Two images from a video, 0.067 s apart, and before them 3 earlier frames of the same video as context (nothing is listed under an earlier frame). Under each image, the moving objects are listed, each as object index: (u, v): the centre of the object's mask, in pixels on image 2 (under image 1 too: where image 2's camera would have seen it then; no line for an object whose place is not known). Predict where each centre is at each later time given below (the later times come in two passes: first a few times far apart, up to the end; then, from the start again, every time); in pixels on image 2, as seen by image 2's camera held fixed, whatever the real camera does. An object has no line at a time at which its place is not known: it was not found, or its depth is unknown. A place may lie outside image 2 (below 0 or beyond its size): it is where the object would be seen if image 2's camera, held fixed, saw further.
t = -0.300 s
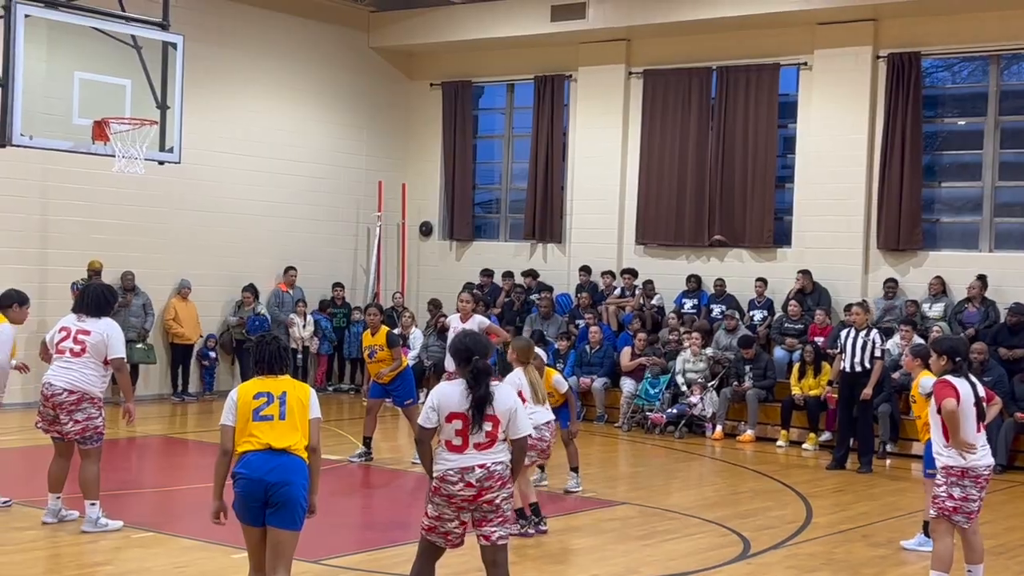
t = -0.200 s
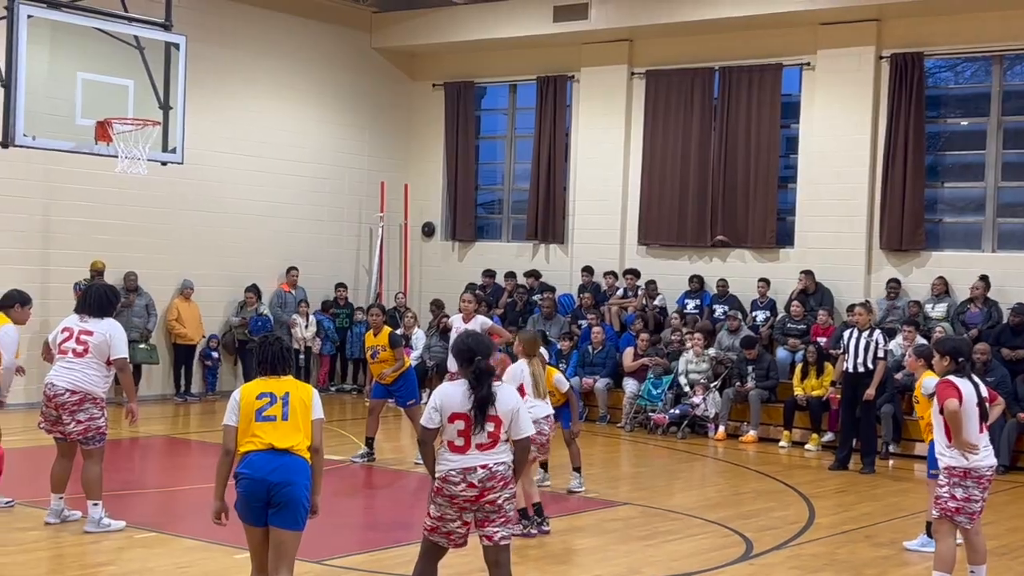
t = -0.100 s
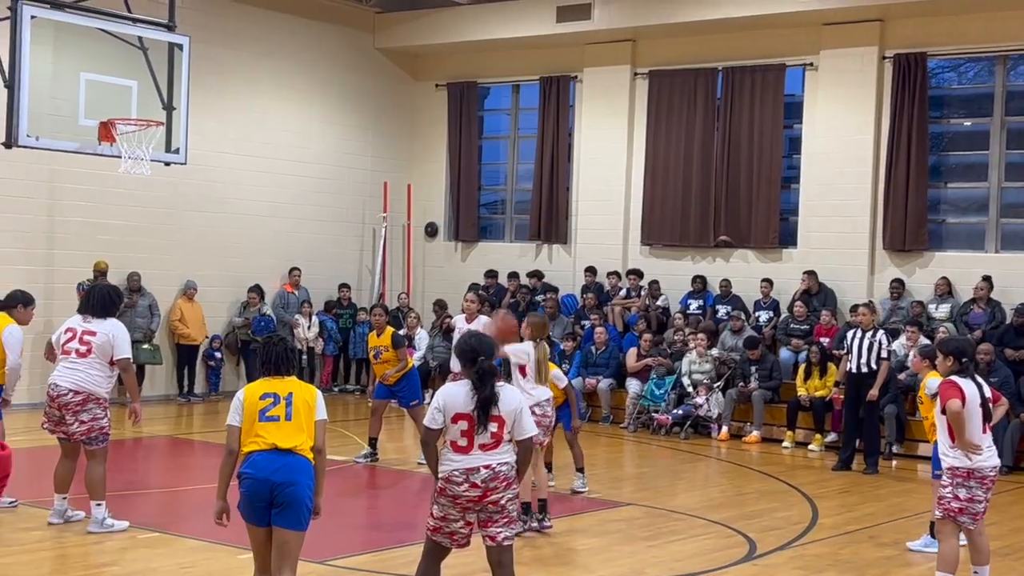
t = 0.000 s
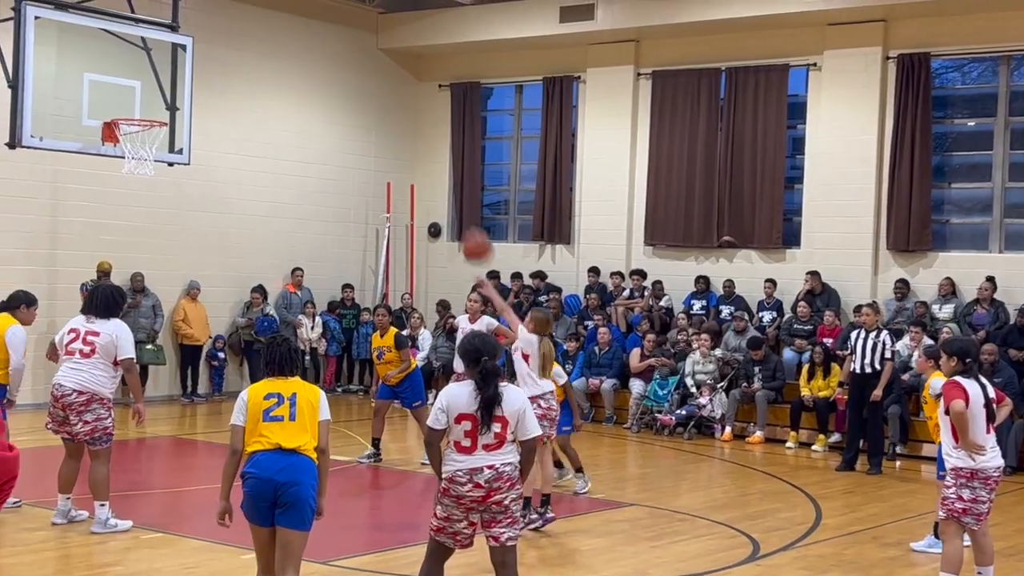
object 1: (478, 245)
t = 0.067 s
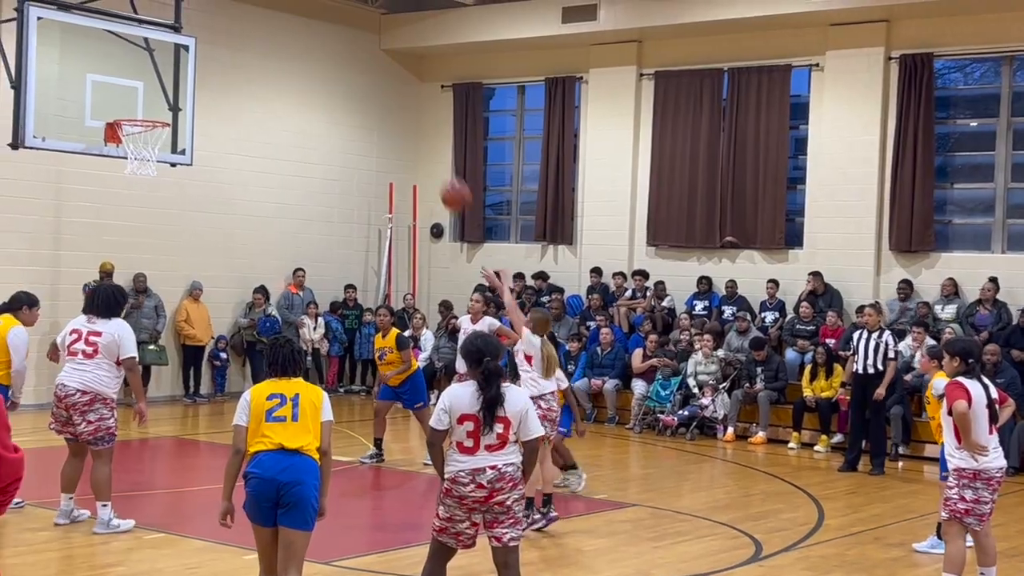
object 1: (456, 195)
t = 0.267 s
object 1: (387, 80)
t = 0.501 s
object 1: (313, 20)
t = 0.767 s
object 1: (236, 32)
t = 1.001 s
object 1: (174, 103)
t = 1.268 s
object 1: (206, 128)
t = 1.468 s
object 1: (260, 169)
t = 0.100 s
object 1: (444, 172)
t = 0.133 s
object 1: (431, 150)
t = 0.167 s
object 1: (420, 129)
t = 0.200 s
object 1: (409, 112)
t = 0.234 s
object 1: (398, 94)
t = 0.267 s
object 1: (387, 80)
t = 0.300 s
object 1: (376, 67)
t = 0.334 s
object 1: (365, 56)
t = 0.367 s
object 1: (354, 45)
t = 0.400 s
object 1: (344, 36)
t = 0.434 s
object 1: (334, 29)
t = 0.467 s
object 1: (323, 23)
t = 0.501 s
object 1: (313, 20)
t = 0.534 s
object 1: (303, 16)
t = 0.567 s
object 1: (294, 15)
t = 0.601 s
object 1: (284, 14)
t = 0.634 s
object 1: (274, 15)
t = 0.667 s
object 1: (265, 17)
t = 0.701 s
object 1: (255, 21)
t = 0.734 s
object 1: (246, 25)
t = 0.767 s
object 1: (236, 32)
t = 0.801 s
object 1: (227, 38)
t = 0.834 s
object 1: (218, 46)
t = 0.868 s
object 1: (209, 56)
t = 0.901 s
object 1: (200, 66)
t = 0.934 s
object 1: (191, 77)
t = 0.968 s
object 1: (182, 89)
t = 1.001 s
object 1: (174, 103)
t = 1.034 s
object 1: (166, 114)
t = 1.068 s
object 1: (168, 116)
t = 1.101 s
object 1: (171, 118)
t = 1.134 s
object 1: (173, 120)
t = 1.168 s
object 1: (178, 122)
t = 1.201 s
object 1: (188, 123)
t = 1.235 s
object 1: (197, 125)
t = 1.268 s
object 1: (206, 128)
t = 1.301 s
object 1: (215, 132)
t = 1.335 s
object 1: (224, 137)
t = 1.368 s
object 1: (234, 143)
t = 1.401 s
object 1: (242, 151)
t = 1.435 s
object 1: (252, 159)
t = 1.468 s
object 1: (260, 169)
